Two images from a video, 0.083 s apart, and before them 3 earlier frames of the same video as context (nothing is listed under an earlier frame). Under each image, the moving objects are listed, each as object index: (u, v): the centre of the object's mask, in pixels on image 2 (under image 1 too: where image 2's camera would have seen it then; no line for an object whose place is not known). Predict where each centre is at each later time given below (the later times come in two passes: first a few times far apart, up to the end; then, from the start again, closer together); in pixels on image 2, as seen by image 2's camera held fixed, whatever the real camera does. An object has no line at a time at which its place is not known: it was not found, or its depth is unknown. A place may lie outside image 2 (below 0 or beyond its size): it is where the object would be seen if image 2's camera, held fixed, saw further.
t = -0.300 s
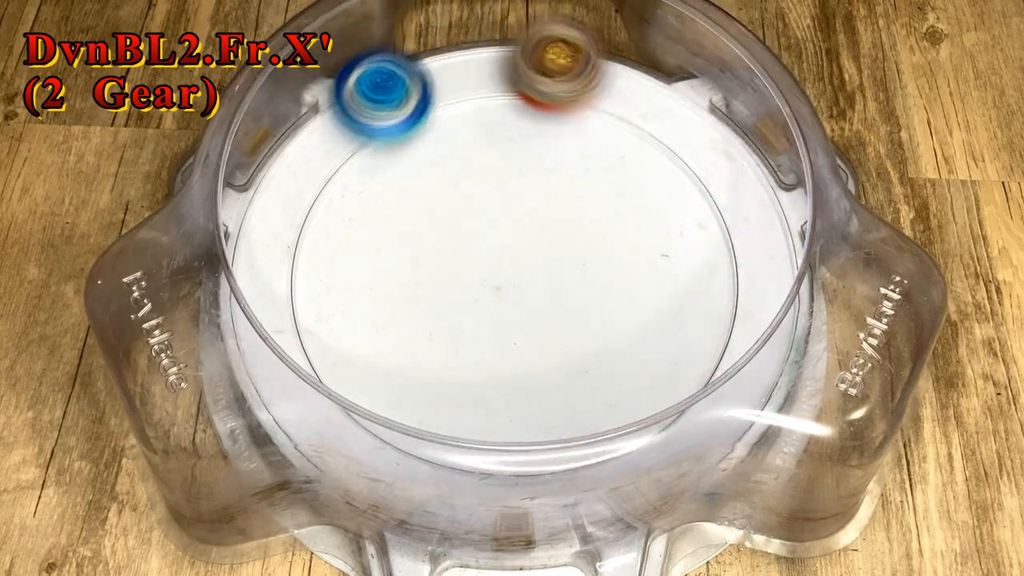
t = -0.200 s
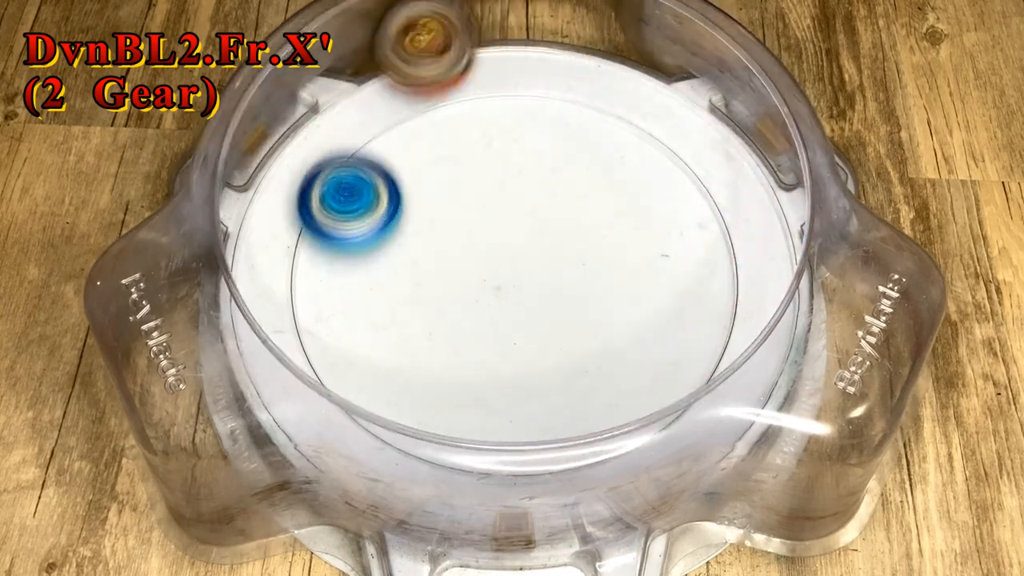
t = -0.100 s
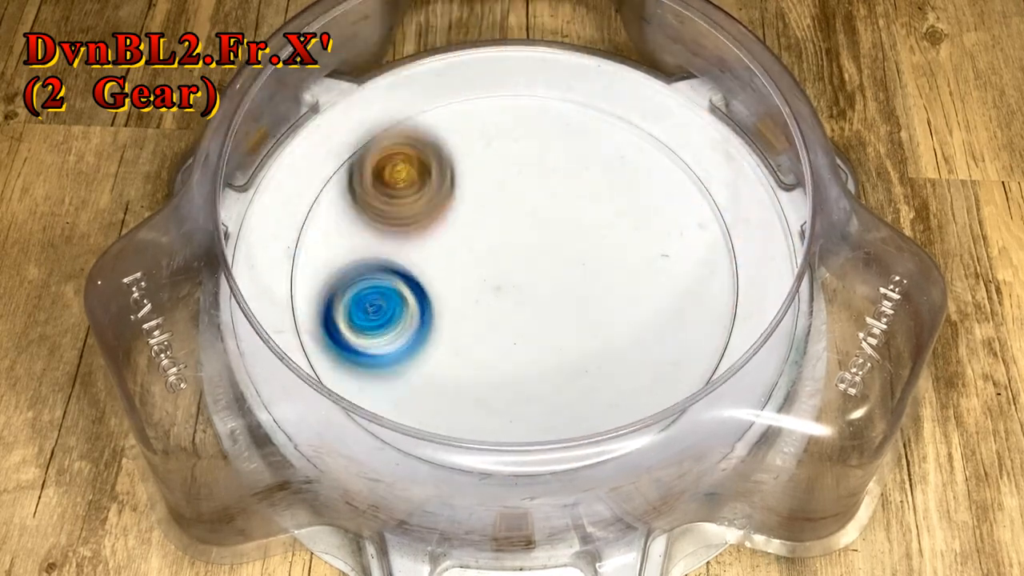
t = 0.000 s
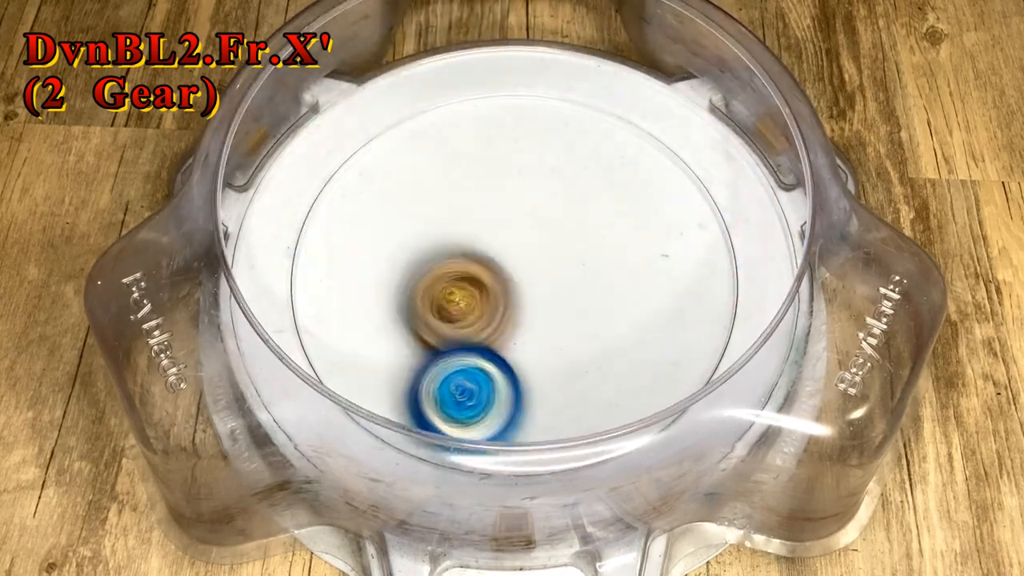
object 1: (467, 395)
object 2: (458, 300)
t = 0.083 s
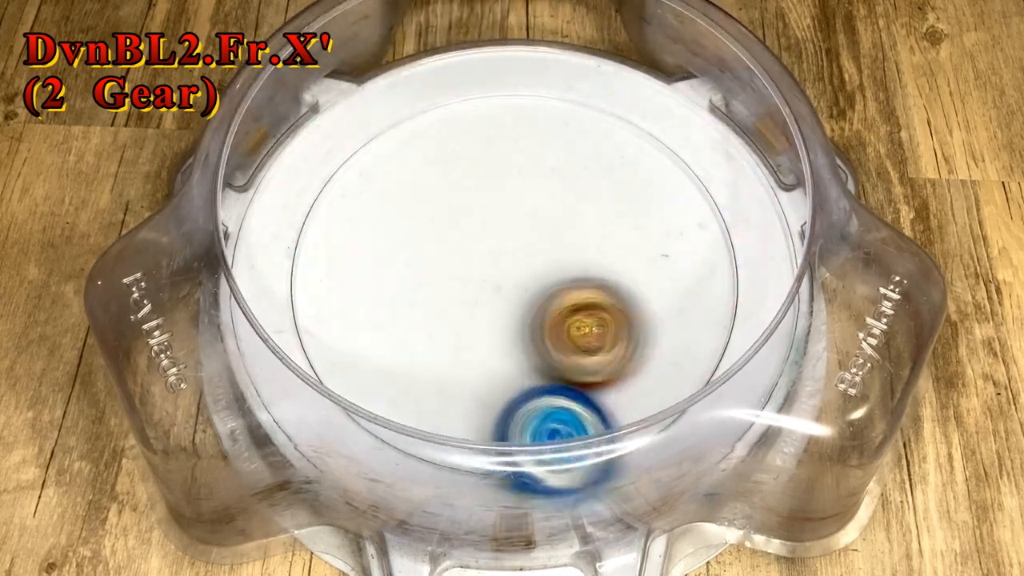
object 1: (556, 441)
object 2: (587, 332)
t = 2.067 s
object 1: (459, 367)
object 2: (561, 160)
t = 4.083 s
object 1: (414, 273)
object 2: (447, 385)
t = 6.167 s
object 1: (506, 258)
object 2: (636, 291)
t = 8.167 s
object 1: (498, 282)
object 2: (569, 189)
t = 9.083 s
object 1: (453, 283)
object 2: (681, 217)
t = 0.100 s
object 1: (576, 444)
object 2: (614, 329)
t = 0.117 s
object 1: (595, 436)
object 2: (641, 321)
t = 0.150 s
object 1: (629, 426)
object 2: (688, 298)
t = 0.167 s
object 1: (644, 417)
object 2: (708, 282)
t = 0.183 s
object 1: (653, 400)
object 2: (725, 267)
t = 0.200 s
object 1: (660, 386)
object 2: (733, 244)
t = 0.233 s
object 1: (673, 350)
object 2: (721, 201)
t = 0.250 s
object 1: (680, 334)
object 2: (712, 186)
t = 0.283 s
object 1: (687, 295)
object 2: (691, 151)
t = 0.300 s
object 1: (689, 274)
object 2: (679, 131)
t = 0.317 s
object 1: (689, 254)
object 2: (665, 120)
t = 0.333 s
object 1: (688, 236)
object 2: (655, 108)
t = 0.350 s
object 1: (685, 215)
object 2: (644, 98)
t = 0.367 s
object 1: (680, 198)
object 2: (633, 91)
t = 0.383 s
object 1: (674, 179)
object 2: (622, 88)
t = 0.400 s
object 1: (667, 166)
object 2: (611, 85)
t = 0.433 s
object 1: (657, 168)
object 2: (578, 47)
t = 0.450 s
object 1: (651, 171)
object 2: (562, 38)
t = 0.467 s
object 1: (642, 172)
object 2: (544, 34)
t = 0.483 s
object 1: (634, 176)
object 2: (520, 35)
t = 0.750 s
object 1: (454, 228)
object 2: (358, 270)
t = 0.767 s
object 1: (449, 231)
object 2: (363, 294)
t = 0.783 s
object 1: (444, 235)
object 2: (371, 317)
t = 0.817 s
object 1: (439, 244)
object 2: (397, 357)
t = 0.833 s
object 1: (437, 249)
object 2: (416, 374)
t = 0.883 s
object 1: (433, 266)
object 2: (484, 401)
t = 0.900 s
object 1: (433, 272)
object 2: (511, 406)
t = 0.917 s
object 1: (434, 278)
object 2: (537, 409)
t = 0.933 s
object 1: (435, 285)
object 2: (564, 408)
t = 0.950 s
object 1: (436, 291)
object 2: (599, 424)
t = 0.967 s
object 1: (439, 298)
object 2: (627, 419)
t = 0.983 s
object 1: (442, 304)
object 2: (653, 410)
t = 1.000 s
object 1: (446, 311)
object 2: (670, 390)
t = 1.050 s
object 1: (464, 328)
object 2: (715, 332)
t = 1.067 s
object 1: (472, 333)
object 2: (724, 310)
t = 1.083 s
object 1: (480, 337)
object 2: (726, 285)
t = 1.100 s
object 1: (489, 339)
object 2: (728, 263)
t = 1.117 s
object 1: (497, 341)
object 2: (727, 243)
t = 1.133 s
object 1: (506, 342)
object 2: (724, 222)
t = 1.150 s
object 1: (515, 342)
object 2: (717, 204)
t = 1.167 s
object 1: (524, 340)
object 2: (709, 187)
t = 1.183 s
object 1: (533, 339)
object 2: (698, 171)
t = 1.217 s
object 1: (551, 332)
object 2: (670, 146)
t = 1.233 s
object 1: (559, 326)
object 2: (652, 137)
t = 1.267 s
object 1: (572, 314)
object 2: (613, 125)
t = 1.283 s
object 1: (578, 307)
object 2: (591, 123)
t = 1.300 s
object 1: (582, 299)
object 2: (569, 122)
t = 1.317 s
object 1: (585, 291)
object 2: (546, 124)
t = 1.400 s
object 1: (587, 249)
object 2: (444, 164)
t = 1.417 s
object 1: (584, 240)
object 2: (429, 178)
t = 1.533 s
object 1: (542, 194)
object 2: (381, 309)
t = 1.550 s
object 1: (533, 190)
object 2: (385, 330)
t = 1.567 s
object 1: (524, 186)
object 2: (394, 349)
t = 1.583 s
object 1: (514, 183)
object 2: (405, 367)
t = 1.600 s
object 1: (504, 181)
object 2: (421, 381)
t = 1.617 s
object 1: (493, 180)
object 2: (438, 392)
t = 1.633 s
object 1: (483, 179)
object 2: (458, 401)
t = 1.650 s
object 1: (472, 180)
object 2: (477, 407)
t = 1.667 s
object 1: (462, 181)
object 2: (497, 425)
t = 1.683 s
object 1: (452, 183)
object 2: (522, 432)
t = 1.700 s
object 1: (443, 186)
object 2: (544, 416)
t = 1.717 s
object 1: (433, 189)
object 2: (568, 415)
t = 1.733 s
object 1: (424, 194)
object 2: (592, 408)
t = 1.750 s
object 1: (415, 200)
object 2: (624, 421)
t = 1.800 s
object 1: (395, 222)
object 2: (679, 379)
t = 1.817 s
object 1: (389, 231)
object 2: (693, 363)
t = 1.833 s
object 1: (386, 239)
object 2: (703, 346)
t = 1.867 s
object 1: (381, 258)
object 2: (712, 308)
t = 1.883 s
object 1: (380, 269)
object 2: (714, 290)
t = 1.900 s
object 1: (380, 279)
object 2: (711, 271)
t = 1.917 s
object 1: (382, 290)
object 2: (705, 254)
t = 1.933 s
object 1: (385, 301)
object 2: (696, 237)
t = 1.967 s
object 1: (396, 322)
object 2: (672, 207)
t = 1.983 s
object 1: (404, 332)
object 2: (656, 194)
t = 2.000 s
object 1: (413, 340)
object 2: (640, 184)
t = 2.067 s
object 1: (459, 367)
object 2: (561, 160)
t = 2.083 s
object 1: (472, 371)
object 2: (538, 160)
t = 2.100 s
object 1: (487, 374)
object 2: (517, 161)
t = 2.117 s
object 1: (502, 375)
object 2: (495, 164)
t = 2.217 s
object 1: (584, 357)
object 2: (384, 216)
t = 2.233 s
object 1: (596, 349)
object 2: (371, 231)
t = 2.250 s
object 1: (607, 340)
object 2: (359, 246)
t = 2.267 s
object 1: (616, 330)
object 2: (350, 263)
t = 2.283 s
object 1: (623, 320)
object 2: (345, 282)
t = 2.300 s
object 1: (629, 309)
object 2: (342, 300)
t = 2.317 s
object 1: (634, 298)
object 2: (343, 320)
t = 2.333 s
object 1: (638, 287)
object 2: (348, 340)
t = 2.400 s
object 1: (640, 238)
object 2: (388, 408)
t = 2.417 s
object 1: (637, 226)
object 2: (405, 421)
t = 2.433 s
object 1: (633, 215)
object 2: (424, 434)
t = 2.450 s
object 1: (627, 205)
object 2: (446, 441)
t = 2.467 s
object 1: (621, 194)
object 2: (477, 417)
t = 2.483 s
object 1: (613, 185)
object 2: (500, 419)
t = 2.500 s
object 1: (605, 176)
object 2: (523, 419)
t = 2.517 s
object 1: (594, 168)
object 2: (547, 435)
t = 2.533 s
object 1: (584, 161)
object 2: (571, 428)
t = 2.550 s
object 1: (572, 156)
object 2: (587, 406)
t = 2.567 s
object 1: (561, 151)
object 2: (612, 407)
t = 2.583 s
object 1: (549, 147)
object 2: (627, 399)
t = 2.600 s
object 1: (537, 143)
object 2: (638, 385)
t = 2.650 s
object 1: (498, 138)
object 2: (665, 336)
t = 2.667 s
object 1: (484, 139)
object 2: (666, 315)
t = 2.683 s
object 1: (471, 141)
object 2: (665, 296)
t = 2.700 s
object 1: (458, 143)
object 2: (661, 278)
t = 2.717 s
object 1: (446, 147)
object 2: (655, 261)
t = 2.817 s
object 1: (380, 190)
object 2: (576, 182)
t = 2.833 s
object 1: (372, 200)
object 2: (558, 174)
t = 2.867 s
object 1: (362, 223)
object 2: (520, 162)
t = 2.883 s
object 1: (357, 236)
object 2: (500, 158)
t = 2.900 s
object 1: (355, 249)
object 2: (480, 156)
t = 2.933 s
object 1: (357, 276)
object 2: (440, 157)
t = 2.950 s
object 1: (360, 289)
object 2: (423, 161)
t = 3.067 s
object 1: (426, 369)
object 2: (314, 232)
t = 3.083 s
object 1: (439, 376)
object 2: (307, 248)
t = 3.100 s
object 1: (454, 382)
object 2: (303, 264)
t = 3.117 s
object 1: (470, 387)
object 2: (302, 282)
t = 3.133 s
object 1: (487, 389)
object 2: (305, 299)
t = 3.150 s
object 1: (504, 392)
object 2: (308, 316)
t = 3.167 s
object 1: (521, 393)
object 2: (315, 334)
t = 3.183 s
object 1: (539, 392)
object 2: (323, 350)
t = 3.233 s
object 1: (585, 382)
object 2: (365, 391)
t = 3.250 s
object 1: (599, 375)
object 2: (384, 403)
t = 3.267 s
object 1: (613, 368)
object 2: (402, 403)
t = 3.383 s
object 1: (668, 292)
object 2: (555, 390)
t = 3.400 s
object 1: (671, 278)
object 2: (571, 381)
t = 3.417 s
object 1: (672, 266)
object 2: (587, 368)
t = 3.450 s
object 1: (670, 241)
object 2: (610, 339)
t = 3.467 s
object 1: (668, 229)
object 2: (617, 320)
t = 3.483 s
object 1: (665, 216)
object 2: (621, 304)
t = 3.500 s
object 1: (663, 198)
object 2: (619, 293)
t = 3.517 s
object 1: (661, 180)
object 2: (616, 281)
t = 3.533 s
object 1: (658, 165)
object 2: (611, 267)
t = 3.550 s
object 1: (653, 150)
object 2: (606, 253)
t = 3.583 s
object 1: (641, 124)
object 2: (590, 229)
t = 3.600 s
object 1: (631, 113)
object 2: (579, 218)
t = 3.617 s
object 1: (619, 106)
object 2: (567, 209)
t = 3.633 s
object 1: (605, 102)
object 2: (554, 200)
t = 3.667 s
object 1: (578, 98)
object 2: (525, 187)
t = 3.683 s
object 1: (562, 97)
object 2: (510, 182)
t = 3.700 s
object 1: (548, 94)
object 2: (492, 181)
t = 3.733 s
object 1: (529, 87)
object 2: (456, 184)
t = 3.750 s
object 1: (519, 85)
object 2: (441, 186)
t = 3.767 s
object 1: (508, 86)
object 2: (426, 191)
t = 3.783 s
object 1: (497, 88)
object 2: (412, 196)
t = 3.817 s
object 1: (477, 100)
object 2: (385, 211)
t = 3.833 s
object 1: (468, 105)
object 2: (375, 221)
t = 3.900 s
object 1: (432, 141)
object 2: (349, 268)
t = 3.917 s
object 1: (426, 151)
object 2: (347, 282)
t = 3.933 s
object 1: (420, 163)
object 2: (348, 297)
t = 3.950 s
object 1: (415, 174)
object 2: (351, 310)
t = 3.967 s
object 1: (411, 187)
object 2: (356, 324)
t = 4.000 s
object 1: (407, 212)
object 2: (373, 350)
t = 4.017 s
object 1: (406, 223)
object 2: (385, 360)
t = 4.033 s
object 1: (406, 236)
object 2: (400, 369)
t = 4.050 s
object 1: (407, 249)
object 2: (414, 376)
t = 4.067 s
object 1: (410, 261)
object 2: (430, 381)
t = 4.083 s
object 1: (414, 273)
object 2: (447, 385)
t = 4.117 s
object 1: (425, 295)
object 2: (482, 388)
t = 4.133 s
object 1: (431, 305)
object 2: (498, 386)
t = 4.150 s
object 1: (439, 312)
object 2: (517, 385)
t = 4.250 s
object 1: (493, 322)
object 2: (606, 341)
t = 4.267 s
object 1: (502, 321)
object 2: (615, 329)
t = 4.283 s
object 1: (504, 318)
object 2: (629, 318)
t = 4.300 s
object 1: (505, 314)
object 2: (641, 306)
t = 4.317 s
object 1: (508, 310)
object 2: (650, 293)
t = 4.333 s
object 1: (510, 305)
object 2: (656, 279)
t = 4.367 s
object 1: (516, 297)
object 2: (661, 251)
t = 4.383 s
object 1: (520, 292)
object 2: (661, 237)
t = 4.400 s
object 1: (524, 287)
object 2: (658, 222)
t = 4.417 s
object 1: (528, 283)
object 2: (653, 208)
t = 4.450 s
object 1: (537, 274)
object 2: (639, 183)
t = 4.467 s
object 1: (541, 269)
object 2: (631, 171)
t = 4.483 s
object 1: (544, 264)
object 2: (620, 161)
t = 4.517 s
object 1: (550, 254)
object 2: (596, 144)
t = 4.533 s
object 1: (552, 249)
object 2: (584, 138)
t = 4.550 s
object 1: (553, 244)
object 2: (568, 133)
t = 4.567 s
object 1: (553, 239)
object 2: (554, 130)
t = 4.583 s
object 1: (554, 234)
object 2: (539, 127)
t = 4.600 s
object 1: (553, 229)
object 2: (524, 127)
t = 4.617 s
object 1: (551, 224)
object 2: (509, 128)
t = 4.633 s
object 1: (549, 220)
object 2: (494, 130)
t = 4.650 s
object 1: (547, 216)
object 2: (479, 134)
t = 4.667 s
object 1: (544, 212)
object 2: (466, 139)
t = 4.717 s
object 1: (531, 203)
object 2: (429, 160)
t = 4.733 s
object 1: (527, 201)
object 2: (420, 169)
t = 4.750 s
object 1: (521, 200)
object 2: (410, 179)
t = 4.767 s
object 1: (515, 200)
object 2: (403, 192)
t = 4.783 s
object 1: (510, 199)
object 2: (398, 204)
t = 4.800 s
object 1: (504, 200)
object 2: (394, 216)
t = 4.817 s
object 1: (498, 201)
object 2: (391, 228)
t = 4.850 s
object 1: (487, 205)
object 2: (391, 256)
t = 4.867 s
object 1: (483, 209)
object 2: (394, 270)
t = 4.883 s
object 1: (479, 212)
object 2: (398, 283)
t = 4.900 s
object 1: (476, 216)
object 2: (405, 296)
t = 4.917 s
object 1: (473, 220)
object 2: (414, 309)
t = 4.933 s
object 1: (471, 223)
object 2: (424, 319)
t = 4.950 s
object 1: (469, 227)
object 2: (435, 329)
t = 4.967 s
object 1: (468, 232)
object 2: (447, 338)
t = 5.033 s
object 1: (468, 248)
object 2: (505, 359)
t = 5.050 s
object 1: (469, 252)
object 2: (522, 361)
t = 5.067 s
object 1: (470, 255)
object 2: (538, 361)
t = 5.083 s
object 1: (471, 259)
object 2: (553, 360)
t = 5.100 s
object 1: (473, 263)
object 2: (568, 357)
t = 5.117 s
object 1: (475, 267)
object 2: (583, 351)
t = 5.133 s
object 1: (478, 269)
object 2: (595, 345)
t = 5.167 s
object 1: (482, 276)
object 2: (619, 329)
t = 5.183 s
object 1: (485, 278)
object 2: (628, 319)
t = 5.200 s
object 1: (488, 280)
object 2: (635, 309)
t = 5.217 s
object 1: (490, 282)
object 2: (642, 298)
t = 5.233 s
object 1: (493, 284)
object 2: (647, 286)
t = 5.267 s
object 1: (498, 287)
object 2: (652, 263)
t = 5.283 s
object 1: (500, 288)
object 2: (652, 250)
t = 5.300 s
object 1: (502, 289)
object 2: (650, 239)
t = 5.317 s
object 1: (505, 289)
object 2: (647, 228)
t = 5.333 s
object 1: (507, 289)
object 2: (642, 217)
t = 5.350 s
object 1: (509, 289)
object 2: (635, 208)
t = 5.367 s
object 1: (511, 290)
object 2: (627, 198)
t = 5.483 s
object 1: (520, 286)
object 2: (546, 165)
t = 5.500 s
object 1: (521, 285)
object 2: (533, 166)
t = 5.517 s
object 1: (522, 284)
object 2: (520, 167)
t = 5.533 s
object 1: (522, 283)
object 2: (507, 169)
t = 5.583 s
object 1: (523, 281)
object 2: (468, 182)
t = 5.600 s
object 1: (523, 280)
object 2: (457, 189)
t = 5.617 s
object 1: (523, 280)
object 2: (448, 197)
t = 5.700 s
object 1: (522, 276)
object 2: (414, 245)
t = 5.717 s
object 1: (523, 276)
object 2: (410, 257)
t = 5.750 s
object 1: (524, 276)
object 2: (408, 281)
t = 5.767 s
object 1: (525, 276)
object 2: (409, 292)
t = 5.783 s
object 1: (525, 276)
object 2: (412, 304)
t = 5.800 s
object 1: (525, 276)
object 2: (417, 315)
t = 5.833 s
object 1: (526, 275)
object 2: (430, 336)
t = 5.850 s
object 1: (525, 275)
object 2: (440, 345)
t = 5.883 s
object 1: (525, 274)
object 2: (461, 361)
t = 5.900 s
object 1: (525, 274)
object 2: (474, 367)
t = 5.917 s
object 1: (524, 274)
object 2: (487, 371)
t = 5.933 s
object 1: (524, 273)
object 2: (500, 374)
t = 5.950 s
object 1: (524, 273)
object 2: (514, 376)
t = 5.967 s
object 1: (523, 273)
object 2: (528, 376)
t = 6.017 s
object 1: (523, 272)
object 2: (568, 367)
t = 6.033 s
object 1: (522, 271)
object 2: (579, 361)
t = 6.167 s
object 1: (506, 258)
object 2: (636, 291)
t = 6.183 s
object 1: (499, 252)
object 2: (639, 282)
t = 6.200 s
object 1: (493, 248)
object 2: (640, 272)
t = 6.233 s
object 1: (481, 240)
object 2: (639, 252)
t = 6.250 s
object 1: (476, 238)
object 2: (636, 243)
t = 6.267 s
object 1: (471, 236)
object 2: (632, 235)
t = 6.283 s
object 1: (467, 234)
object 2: (627, 226)
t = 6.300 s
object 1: (462, 234)
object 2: (620, 219)
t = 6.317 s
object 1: (458, 234)
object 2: (612, 212)
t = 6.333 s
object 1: (454, 234)
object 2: (603, 206)
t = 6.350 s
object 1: (451, 235)
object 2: (594, 201)
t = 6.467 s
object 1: (431, 247)
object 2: (520, 189)
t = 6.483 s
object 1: (424, 251)
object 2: (515, 189)
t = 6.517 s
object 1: (413, 258)
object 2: (502, 191)
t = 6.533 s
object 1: (409, 262)
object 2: (495, 194)
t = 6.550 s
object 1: (406, 265)
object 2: (488, 197)
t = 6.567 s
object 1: (403, 269)
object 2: (482, 200)
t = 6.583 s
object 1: (399, 274)
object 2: (478, 203)
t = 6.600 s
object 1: (395, 278)
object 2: (475, 206)
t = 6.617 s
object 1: (392, 284)
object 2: (471, 211)
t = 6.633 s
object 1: (391, 288)
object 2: (469, 216)
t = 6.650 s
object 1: (389, 292)
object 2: (467, 222)
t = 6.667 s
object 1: (388, 297)
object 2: (467, 227)
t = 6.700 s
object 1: (388, 306)
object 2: (471, 237)
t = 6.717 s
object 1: (389, 310)
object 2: (474, 242)
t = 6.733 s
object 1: (390, 314)
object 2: (478, 246)
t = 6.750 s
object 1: (393, 317)
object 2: (481, 250)
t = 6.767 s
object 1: (395, 319)
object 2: (487, 254)
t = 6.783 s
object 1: (398, 322)
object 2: (492, 257)
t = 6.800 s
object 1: (401, 323)
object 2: (498, 260)
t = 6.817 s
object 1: (405, 325)
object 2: (504, 261)
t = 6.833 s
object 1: (408, 326)
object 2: (510, 262)
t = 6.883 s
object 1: (421, 327)
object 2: (529, 264)
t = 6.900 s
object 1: (426, 327)
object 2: (536, 264)
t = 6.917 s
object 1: (430, 326)
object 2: (541, 263)
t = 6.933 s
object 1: (435, 325)
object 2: (548, 261)
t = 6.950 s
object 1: (440, 324)
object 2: (553, 259)
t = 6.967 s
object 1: (445, 322)
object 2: (558, 256)
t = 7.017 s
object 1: (458, 316)
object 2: (569, 245)
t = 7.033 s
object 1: (462, 314)
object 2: (570, 241)
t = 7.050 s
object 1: (467, 312)
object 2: (572, 237)
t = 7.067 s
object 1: (471, 309)
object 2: (573, 232)
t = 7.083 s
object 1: (474, 306)
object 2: (572, 229)
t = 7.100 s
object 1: (478, 304)
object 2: (571, 224)
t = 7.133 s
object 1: (483, 297)
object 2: (566, 217)
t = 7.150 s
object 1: (486, 294)
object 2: (562, 215)
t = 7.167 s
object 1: (488, 291)
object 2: (558, 213)
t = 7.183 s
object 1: (488, 288)
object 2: (555, 210)
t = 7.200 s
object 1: (486, 288)
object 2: (554, 206)
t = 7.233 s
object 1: (479, 286)
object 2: (551, 200)
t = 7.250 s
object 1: (477, 285)
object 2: (548, 196)
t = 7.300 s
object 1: (469, 281)
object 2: (536, 193)
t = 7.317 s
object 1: (468, 280)
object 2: (532, 193)
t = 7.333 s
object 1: (466, 279)
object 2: (527, 194)
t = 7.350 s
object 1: (466, 278)
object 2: (522, 195)
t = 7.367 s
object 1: (462, 279)
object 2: (520, 194)
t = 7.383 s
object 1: (456, 284)
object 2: (523, 192)
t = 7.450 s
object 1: (439, 295)
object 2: (527, 178)
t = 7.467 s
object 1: (436, 296)
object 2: (527, 176)
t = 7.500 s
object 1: (435, 299)
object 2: (525, 173)
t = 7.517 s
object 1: (435, 300)
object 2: (523, 171)
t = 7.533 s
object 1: (436, 301)
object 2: (521, 171)
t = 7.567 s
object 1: (439, 302)
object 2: (516, 173)
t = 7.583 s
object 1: (442, 302)
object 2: (514, 174)
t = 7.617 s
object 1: (448, 300)
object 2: (510, 180)
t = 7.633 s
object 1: (452, 299)
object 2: (509, 183)
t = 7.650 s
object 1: (455, 298)
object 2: (508, 187)
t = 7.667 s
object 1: (458, 297)
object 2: (508, 191)
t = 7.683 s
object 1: (462, 295)
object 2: (508, 195)
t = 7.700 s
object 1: (465, 293)
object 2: (509, 200)
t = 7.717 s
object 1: (465, 295)
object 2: (515, 201)
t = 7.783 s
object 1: (461, 310)
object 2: (538, 192)
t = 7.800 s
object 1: (463, 312)
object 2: (543, 189)
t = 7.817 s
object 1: (464, 313)
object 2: (547, 187)
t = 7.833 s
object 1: (466, 314)
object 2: (551, 184)
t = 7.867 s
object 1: (471, 314)
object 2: (557, 179)
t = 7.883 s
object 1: (475, 313)
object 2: (560, 178)
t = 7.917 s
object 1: (480, 311)
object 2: (564, 173)
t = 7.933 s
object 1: (483, 309)
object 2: (565, 171)
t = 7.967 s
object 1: (488, 305)
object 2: (567, 169)
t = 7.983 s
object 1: (490, 303)
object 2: (567, 168)
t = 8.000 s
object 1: (493, 301)
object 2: (566, 168)
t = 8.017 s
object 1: (495, 298)
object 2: (565, 169)
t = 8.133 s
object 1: (505, 280)
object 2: (559, 187)
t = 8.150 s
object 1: (505, 278)
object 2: (560, 191)
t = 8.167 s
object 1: (498, 282)
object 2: (569, 189)
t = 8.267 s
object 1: (449, 308)
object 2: (601, 163)
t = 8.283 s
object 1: (445, 311)
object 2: (604, 160)
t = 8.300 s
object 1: (441, 313)
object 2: (607, 156)
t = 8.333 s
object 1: (437, 316)
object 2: (610, 150)
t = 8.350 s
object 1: (435, 317)
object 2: (611, 148)
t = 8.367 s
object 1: (436, 318)
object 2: (612, 145)
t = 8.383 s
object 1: (436, 318)
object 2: (612, 143)
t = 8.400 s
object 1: (437, 318)
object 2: (611, 141)
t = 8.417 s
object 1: (440, 318)
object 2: (610, 141)
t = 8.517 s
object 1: (457, 312)
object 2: (593, 153)
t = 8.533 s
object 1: (461, 310)
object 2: (591, 159)
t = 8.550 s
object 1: (463, 309)
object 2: (588, 163)
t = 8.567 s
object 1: (467, 307)
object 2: (586, 169)
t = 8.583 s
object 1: (470, 304)
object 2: (583, 174)
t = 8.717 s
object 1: (491, 286)
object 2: (578, 225)
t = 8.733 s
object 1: (485, 285)
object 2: (587, 229)
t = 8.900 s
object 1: (434, 288)
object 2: (668, 229)
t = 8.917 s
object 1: (434, 289)
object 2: (673, 227)
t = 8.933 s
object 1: (434, 288)
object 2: (678, 226)
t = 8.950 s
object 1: (435, 288)
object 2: (681, 225)
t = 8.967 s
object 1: (436, 287)
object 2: (684, 224)
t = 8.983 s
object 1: (438, 288)
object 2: (686, 222)
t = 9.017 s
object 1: (442, 286)
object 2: (688, 220)
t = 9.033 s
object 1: (445, 285)
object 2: (688, 219)
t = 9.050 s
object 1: (447, 285)
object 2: (686, 218)
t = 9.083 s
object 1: (453, 283)
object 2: (681, 217)
